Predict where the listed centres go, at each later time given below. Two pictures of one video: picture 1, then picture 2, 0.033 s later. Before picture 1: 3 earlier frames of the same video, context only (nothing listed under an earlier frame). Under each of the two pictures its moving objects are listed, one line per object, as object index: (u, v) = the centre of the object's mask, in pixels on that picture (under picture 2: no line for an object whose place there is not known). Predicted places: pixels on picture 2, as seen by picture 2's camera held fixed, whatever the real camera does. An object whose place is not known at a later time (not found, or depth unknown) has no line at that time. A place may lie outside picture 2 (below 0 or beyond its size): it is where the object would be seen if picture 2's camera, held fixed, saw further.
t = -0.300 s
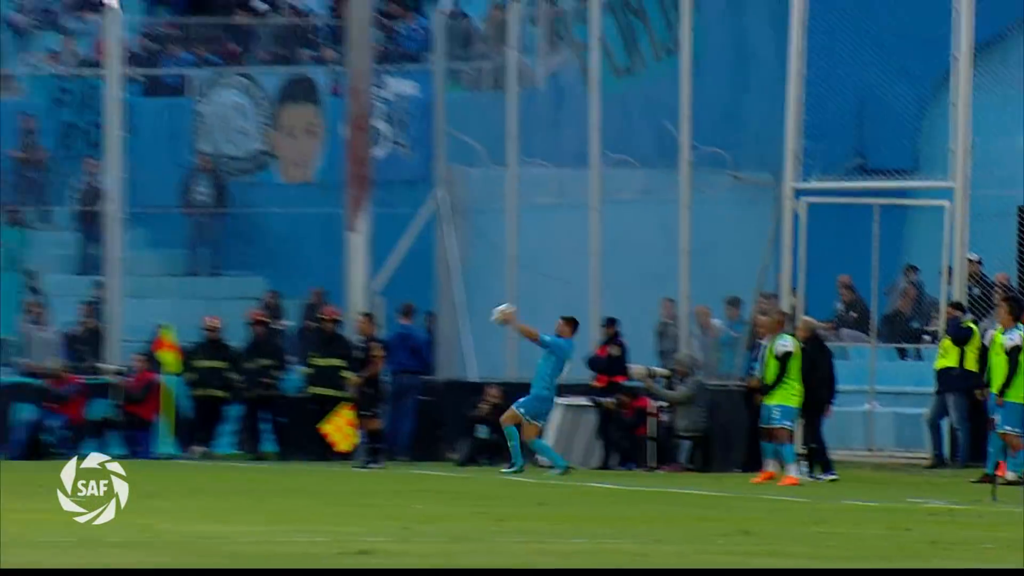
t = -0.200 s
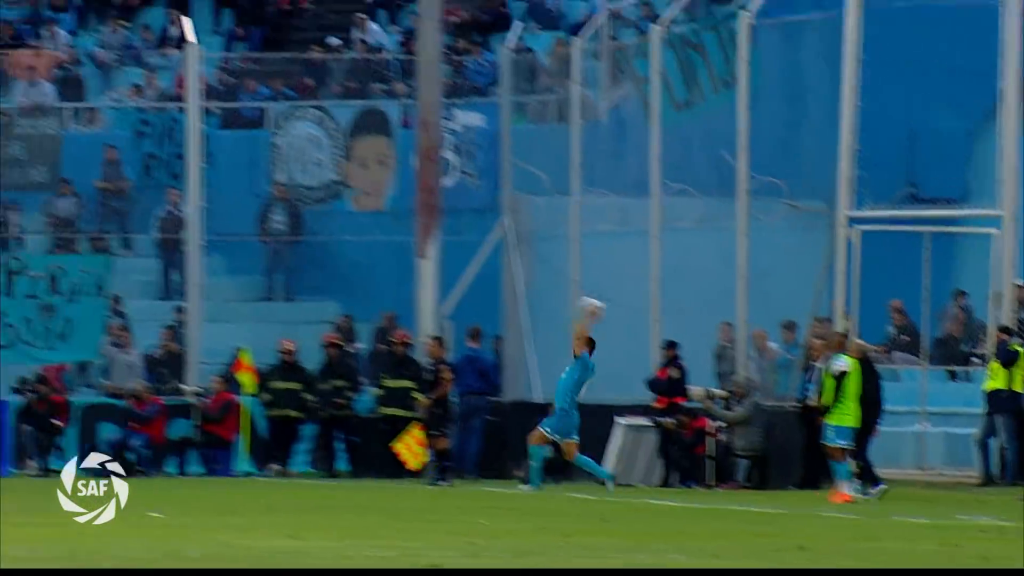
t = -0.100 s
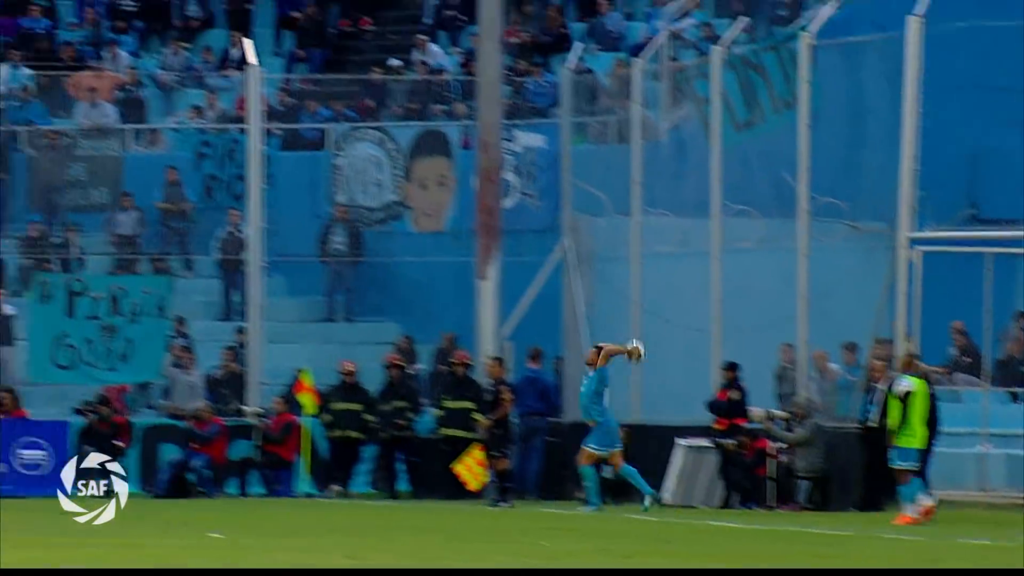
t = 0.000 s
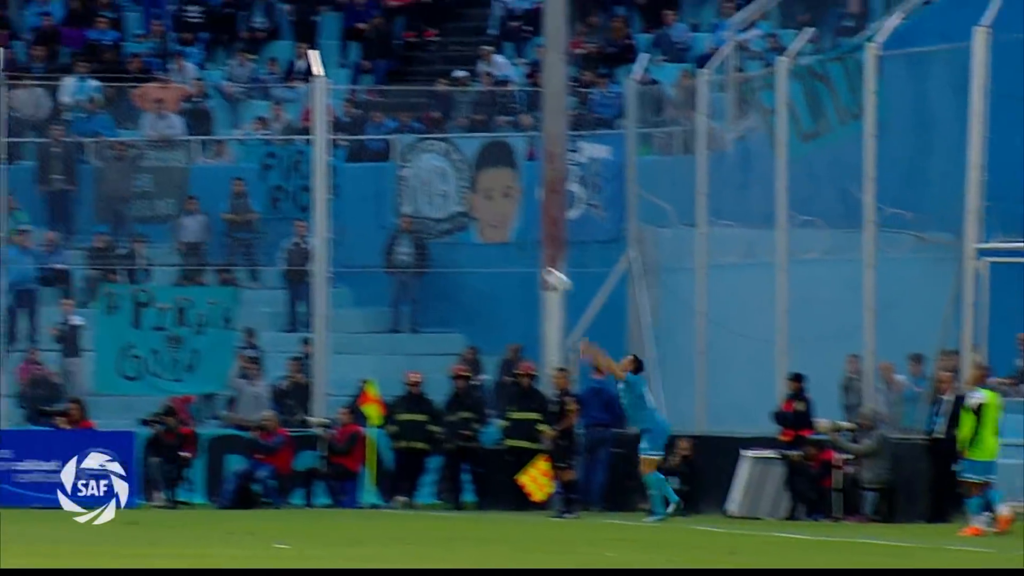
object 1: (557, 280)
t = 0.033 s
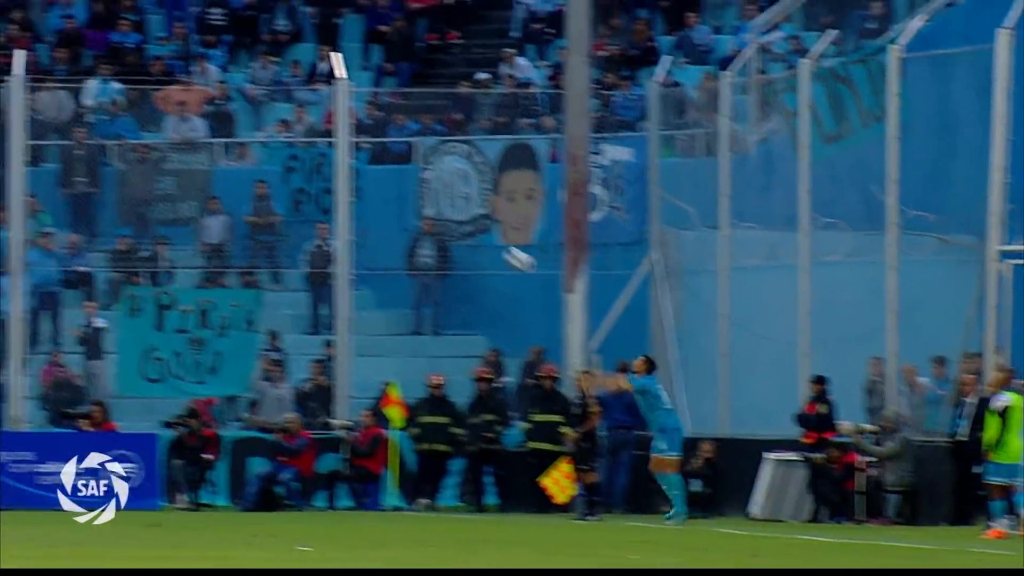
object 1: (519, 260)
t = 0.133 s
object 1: (341, 197)
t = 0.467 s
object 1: (-273, 34)
